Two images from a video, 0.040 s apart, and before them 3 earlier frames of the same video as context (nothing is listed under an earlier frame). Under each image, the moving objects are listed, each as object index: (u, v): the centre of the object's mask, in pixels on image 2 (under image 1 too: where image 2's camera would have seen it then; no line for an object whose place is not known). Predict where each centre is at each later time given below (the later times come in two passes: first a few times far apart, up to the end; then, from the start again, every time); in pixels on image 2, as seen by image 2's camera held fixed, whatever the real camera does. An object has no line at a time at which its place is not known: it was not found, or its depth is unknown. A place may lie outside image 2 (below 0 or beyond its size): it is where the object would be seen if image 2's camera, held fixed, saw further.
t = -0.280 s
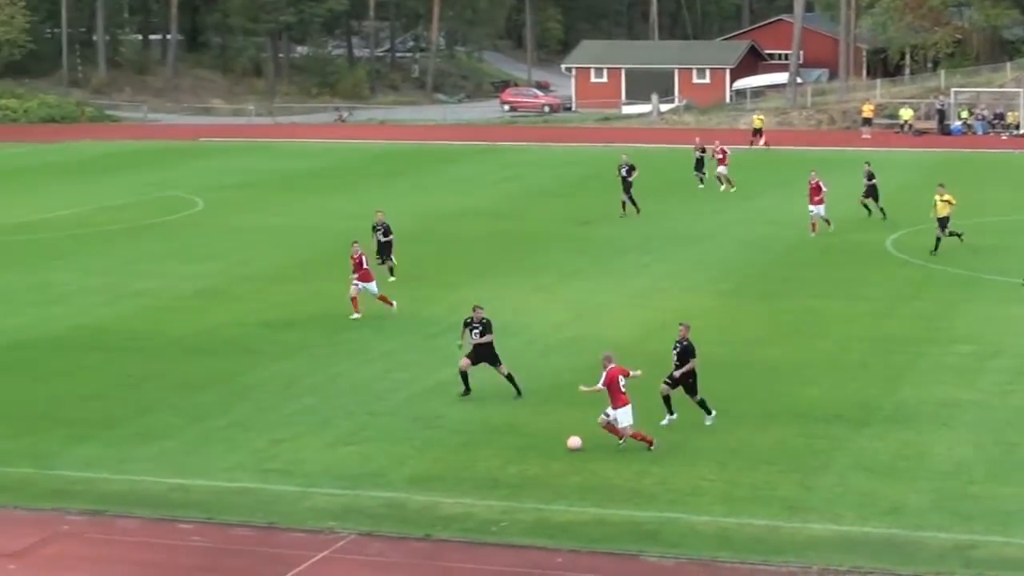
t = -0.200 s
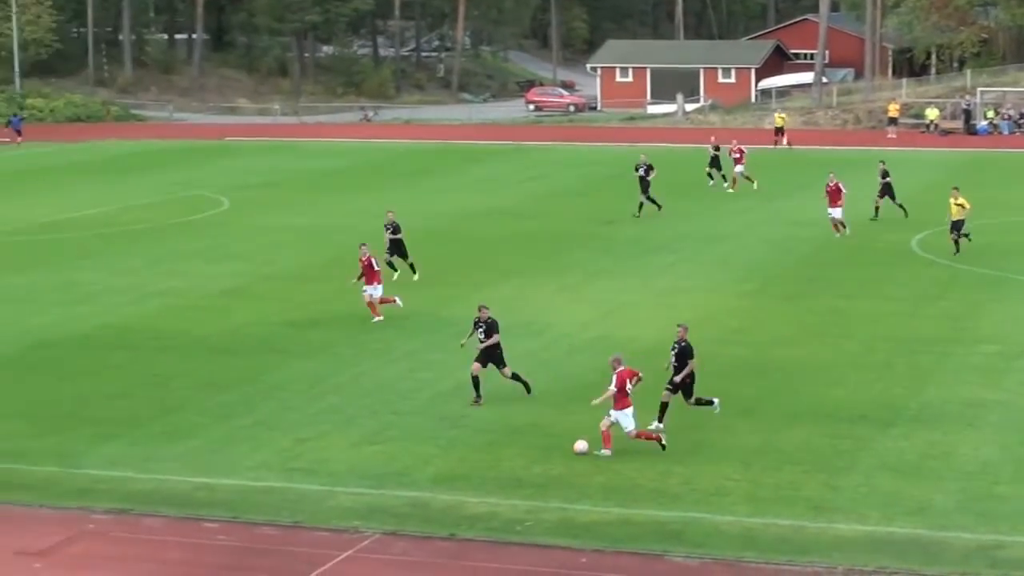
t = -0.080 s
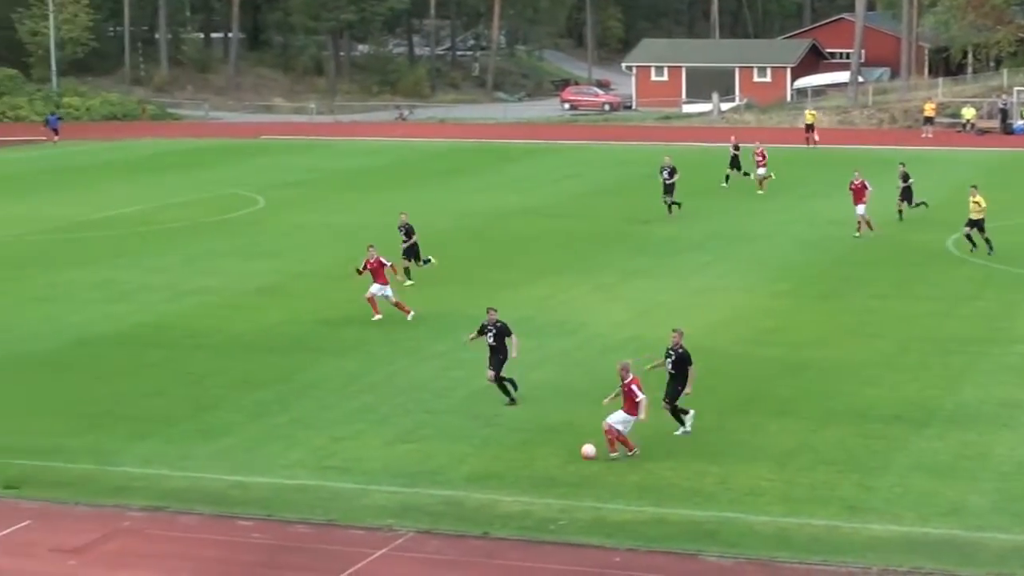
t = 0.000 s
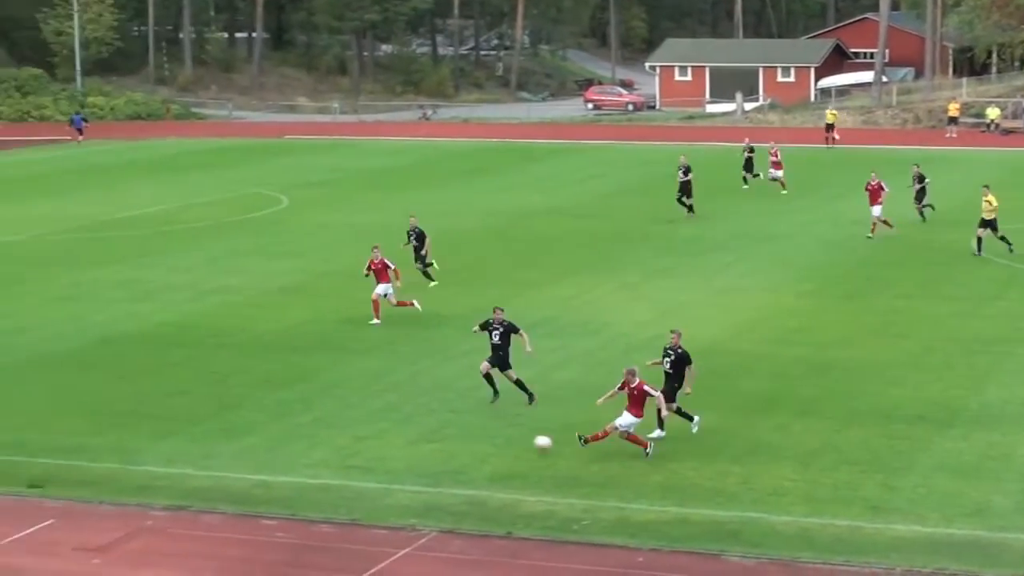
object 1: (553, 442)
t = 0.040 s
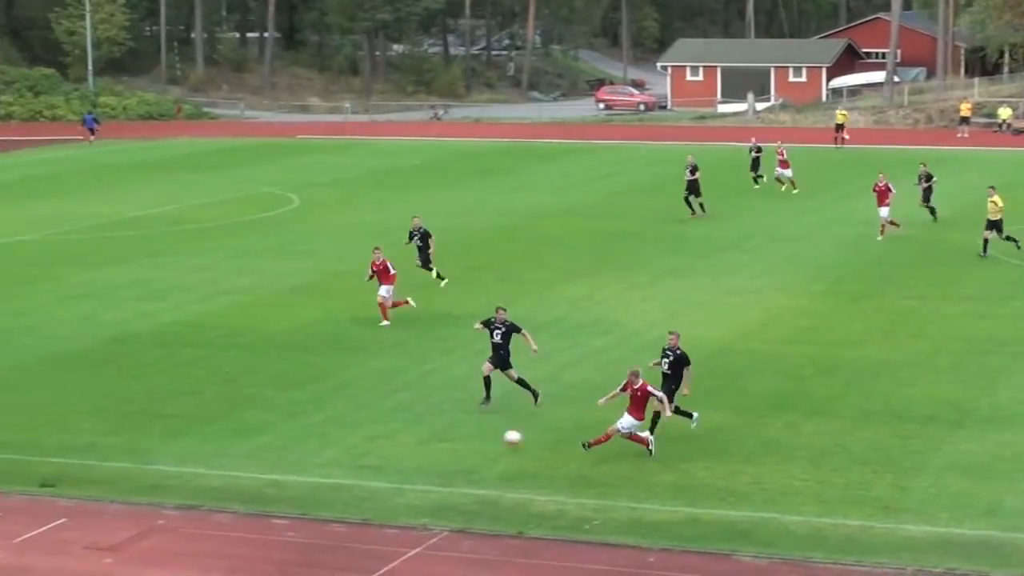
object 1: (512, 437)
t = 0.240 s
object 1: (327, 429)
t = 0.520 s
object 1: (146, 411)
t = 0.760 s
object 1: (31, 404)
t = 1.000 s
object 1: (-67, 398)
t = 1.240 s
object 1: (-155, 389)
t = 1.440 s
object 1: (-219, 383)
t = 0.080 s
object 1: (474, 433)
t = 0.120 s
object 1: (435, 430)
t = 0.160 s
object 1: (398, 429)
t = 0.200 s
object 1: (363, 429)
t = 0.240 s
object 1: (327, 429)
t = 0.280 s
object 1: (299, 423)
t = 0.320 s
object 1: (272, 417)
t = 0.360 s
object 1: (246, 414)
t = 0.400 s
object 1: (220, 410)
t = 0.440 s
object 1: (194, 409)
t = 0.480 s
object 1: (170, 409)
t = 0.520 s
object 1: (146, 411)
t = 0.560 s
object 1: (123, 412)
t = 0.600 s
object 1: (103, 408)
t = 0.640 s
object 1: (85, 406)
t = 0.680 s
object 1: (66, 404)
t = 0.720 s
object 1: (48, 404)
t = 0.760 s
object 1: (31, 404)
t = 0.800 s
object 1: (14, 404)
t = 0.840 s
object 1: (-2, 401)
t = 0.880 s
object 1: (-19, 399)
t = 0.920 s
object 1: (-35, 398)
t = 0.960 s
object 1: (-52, 397)
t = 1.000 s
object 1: (-67, 398)
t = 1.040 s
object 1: (-83, 395)
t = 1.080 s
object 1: (-98, 394)
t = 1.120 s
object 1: (-113, 392)
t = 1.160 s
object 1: (-128, 392)
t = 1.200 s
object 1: (-142, 390)
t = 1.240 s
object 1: (-155, 389)
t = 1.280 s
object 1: (-169, 388)
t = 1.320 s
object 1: (-181, 386)
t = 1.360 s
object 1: (-195, 385)
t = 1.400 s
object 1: (-207, 384)
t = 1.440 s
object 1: (-219, 383)
